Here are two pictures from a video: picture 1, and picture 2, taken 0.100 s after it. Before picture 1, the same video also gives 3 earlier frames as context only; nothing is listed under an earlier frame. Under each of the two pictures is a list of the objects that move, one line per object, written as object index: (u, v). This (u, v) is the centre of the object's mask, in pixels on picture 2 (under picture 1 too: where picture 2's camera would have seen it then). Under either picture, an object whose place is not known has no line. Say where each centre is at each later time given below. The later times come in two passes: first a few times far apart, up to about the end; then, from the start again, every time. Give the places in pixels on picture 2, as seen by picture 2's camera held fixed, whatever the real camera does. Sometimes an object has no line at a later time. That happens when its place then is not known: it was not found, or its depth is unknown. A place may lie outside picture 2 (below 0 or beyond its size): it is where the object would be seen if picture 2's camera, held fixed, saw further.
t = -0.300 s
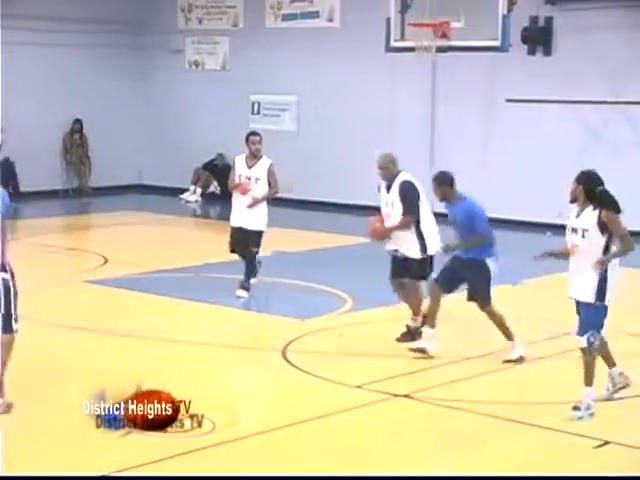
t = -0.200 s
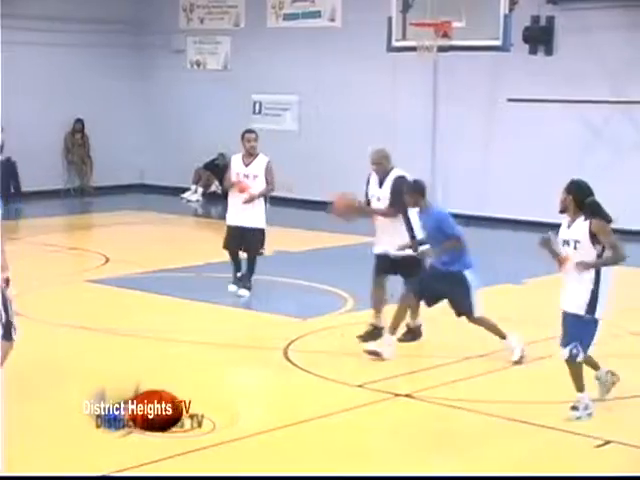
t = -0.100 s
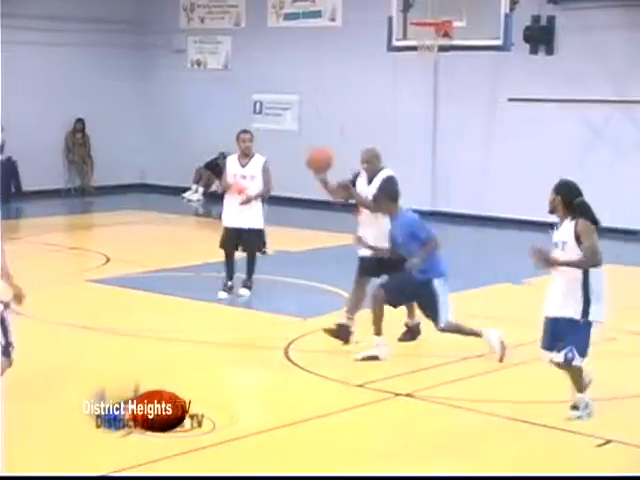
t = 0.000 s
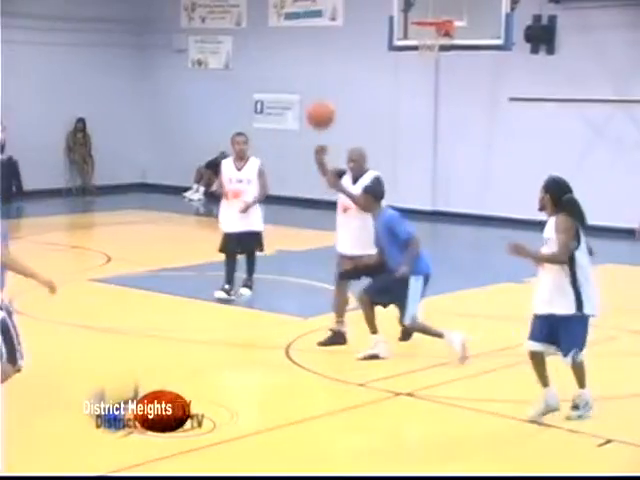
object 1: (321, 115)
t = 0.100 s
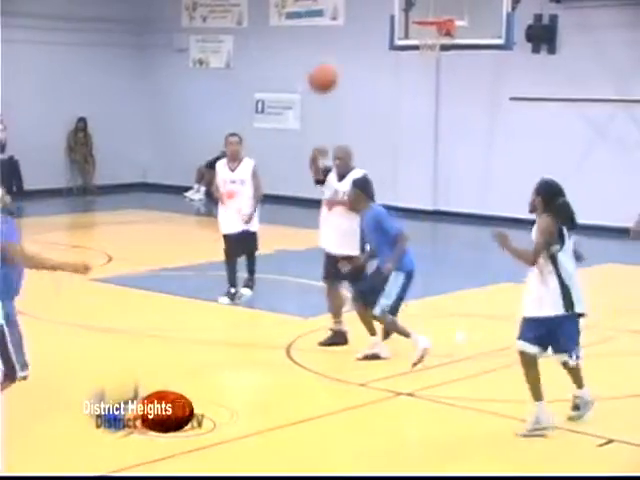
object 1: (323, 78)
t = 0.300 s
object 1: (325, 36)
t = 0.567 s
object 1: (326, 62)
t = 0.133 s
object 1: (323, 69)
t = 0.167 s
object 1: (323, 61)
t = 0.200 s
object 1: (323, 53)
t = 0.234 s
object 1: (324, 46)
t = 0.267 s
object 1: (324, 41)
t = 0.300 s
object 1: (325, 36)
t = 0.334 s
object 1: (324, 33)
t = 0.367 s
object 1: (324, 32)
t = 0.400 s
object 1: (325, 32)
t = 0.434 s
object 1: (324, 35)
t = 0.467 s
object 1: (325, 37)
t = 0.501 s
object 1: (325, 46)
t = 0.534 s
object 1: (325, 53)
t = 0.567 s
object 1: (326, 62)
